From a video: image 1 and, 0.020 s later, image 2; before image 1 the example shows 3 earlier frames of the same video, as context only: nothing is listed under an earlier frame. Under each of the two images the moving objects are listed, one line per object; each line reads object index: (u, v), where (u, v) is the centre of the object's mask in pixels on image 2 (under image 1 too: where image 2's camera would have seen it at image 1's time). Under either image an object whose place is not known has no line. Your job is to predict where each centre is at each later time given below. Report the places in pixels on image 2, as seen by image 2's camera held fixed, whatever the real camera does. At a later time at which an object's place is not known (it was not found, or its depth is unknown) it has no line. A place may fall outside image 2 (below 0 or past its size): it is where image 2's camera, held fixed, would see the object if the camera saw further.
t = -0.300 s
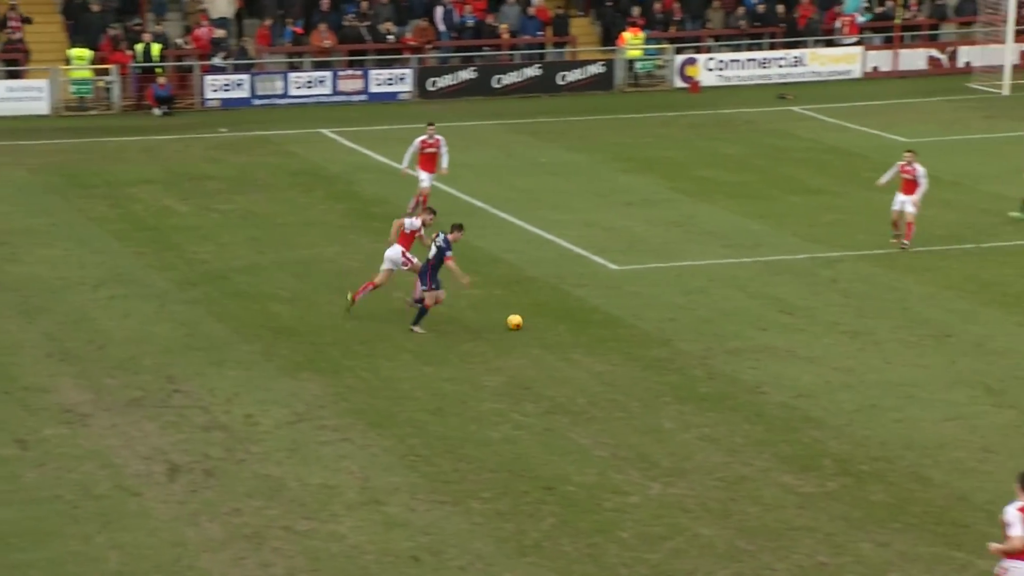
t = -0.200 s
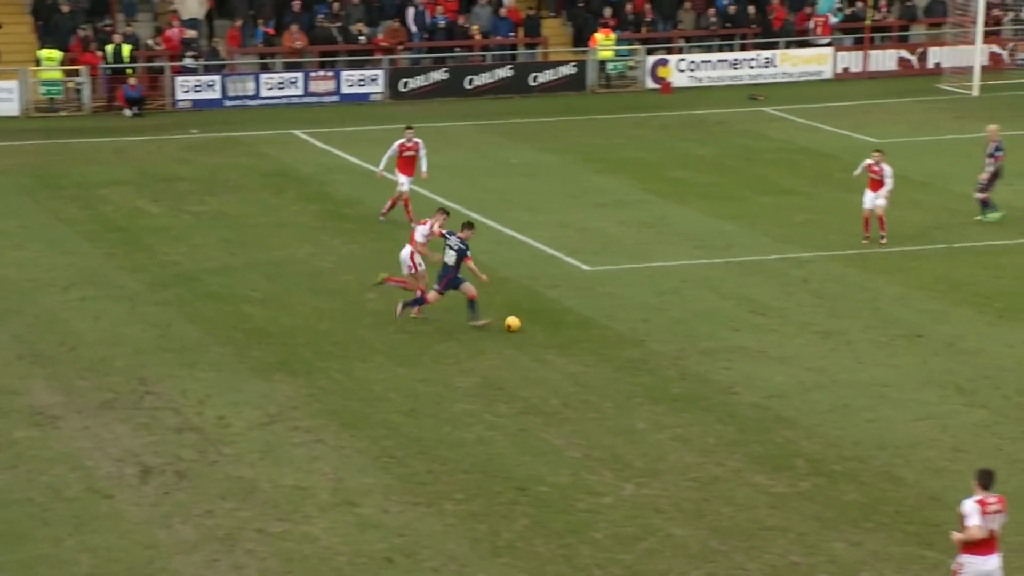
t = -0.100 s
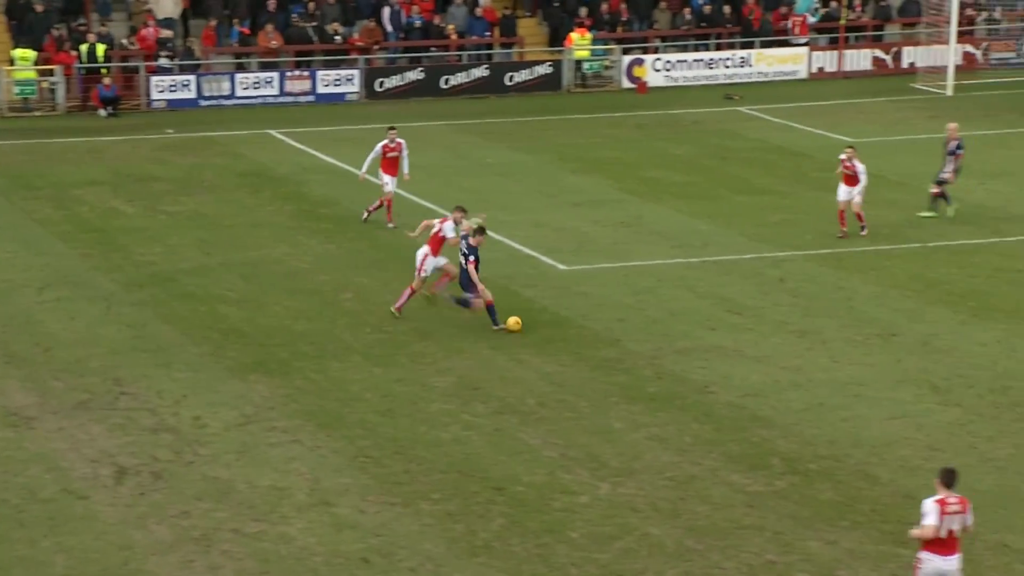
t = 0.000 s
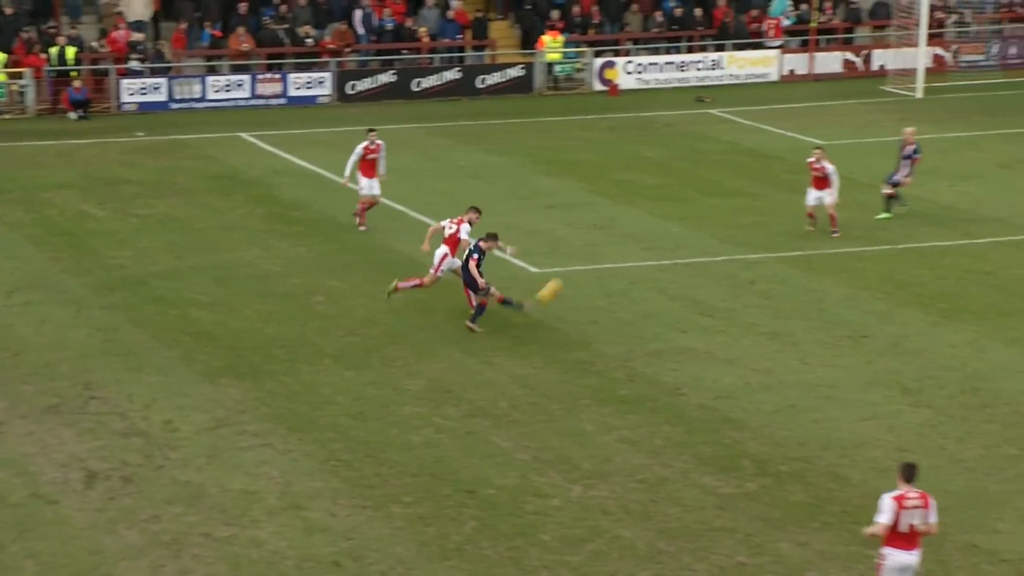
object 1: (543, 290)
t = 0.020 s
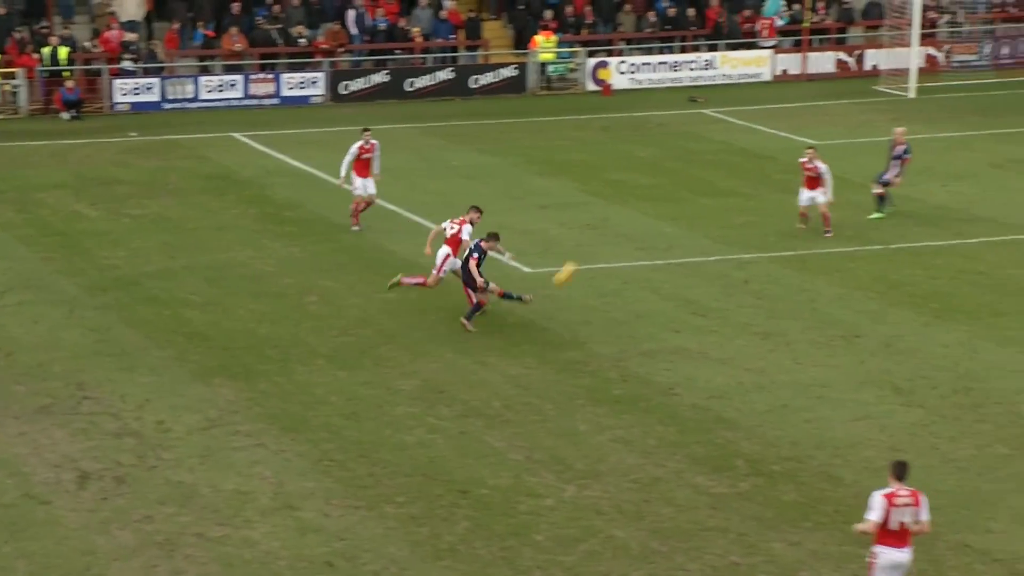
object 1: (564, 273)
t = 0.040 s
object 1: (587, 257)
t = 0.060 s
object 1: (608, 241)
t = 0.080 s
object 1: (628, 226)
